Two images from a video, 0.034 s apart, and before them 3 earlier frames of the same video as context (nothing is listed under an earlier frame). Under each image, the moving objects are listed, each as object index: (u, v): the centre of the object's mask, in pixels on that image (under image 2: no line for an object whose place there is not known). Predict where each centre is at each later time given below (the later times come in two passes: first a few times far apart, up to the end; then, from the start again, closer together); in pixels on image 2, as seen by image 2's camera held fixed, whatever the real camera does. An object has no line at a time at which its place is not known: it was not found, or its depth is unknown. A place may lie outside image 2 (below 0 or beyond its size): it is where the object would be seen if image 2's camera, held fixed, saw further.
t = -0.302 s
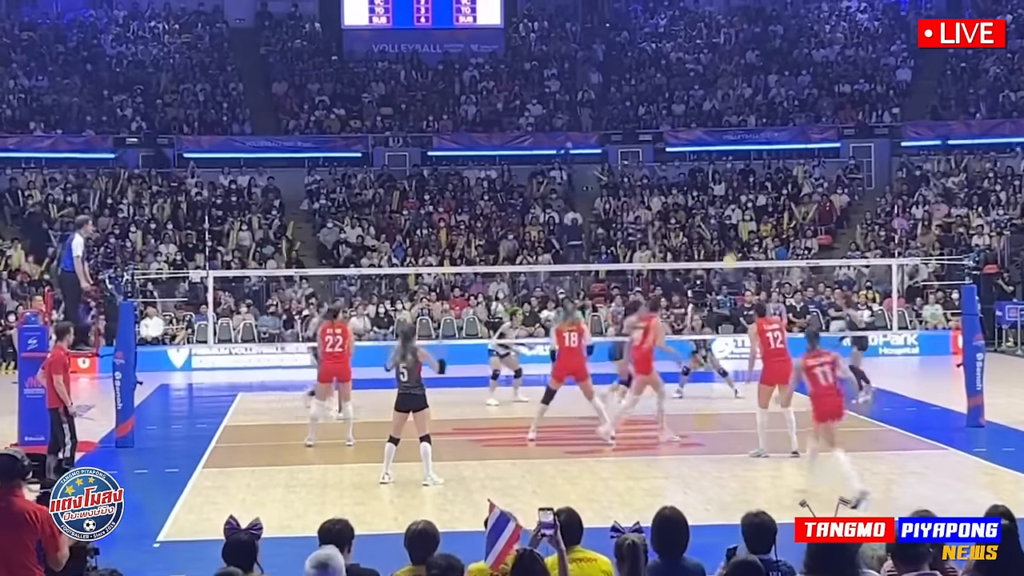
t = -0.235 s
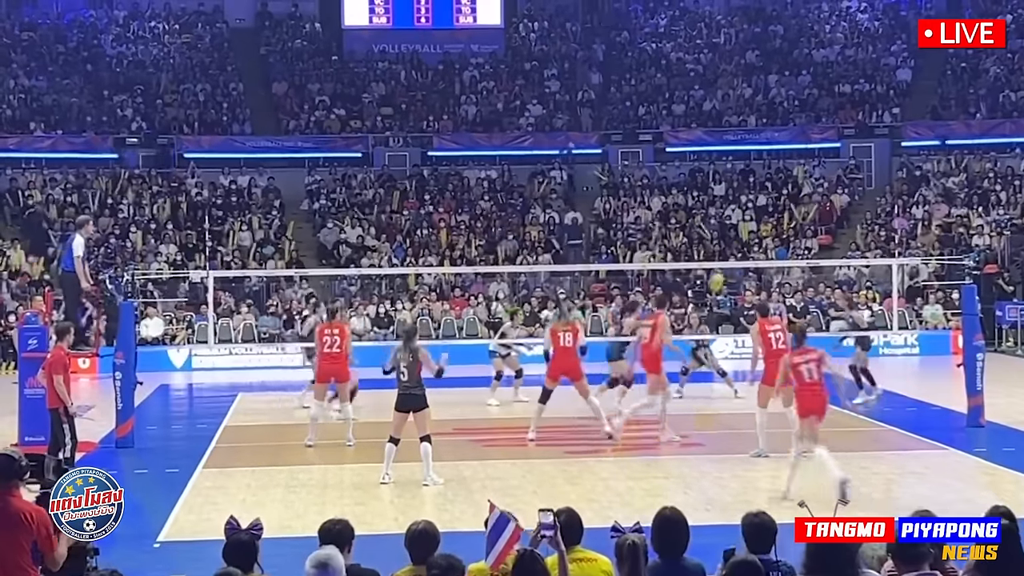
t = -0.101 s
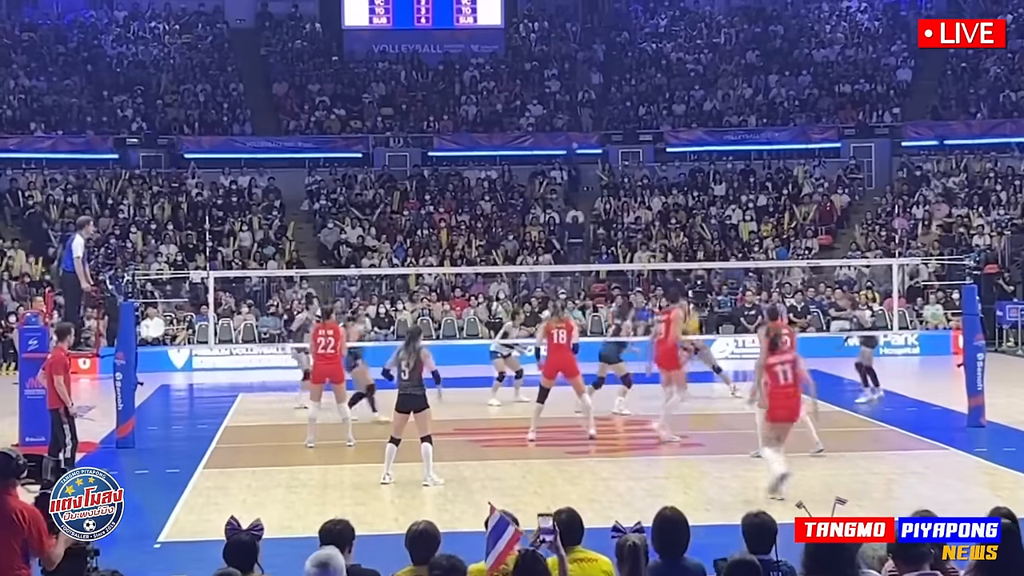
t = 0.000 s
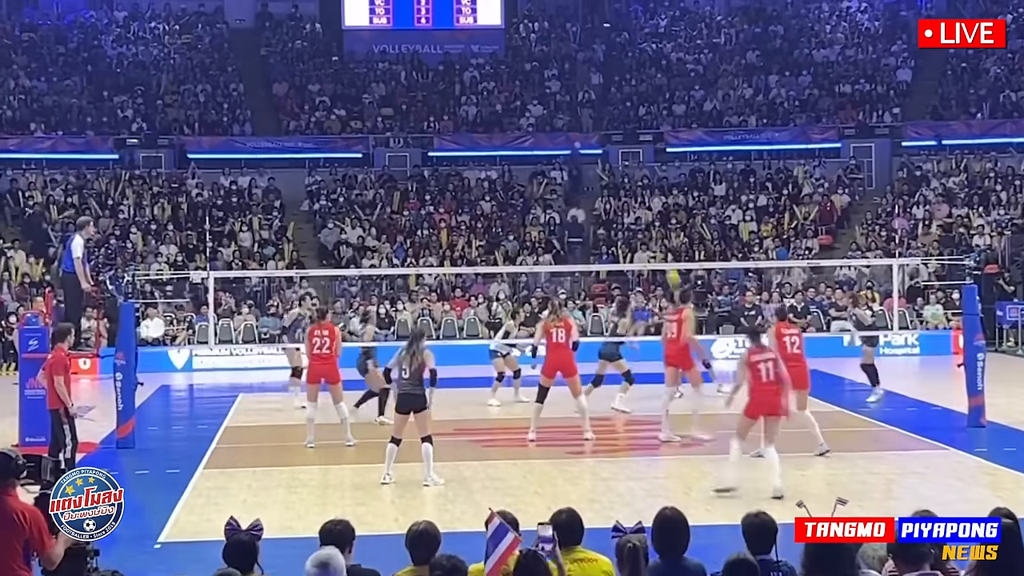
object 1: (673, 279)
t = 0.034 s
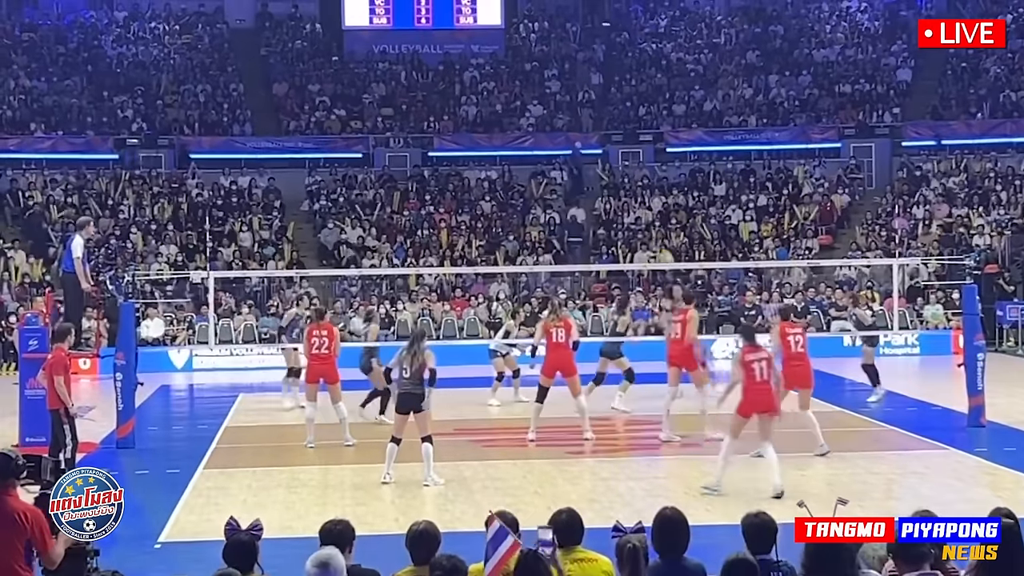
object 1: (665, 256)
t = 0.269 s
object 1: (623, 163)
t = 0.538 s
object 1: (576, 92)
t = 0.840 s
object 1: (525, 66)
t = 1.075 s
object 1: (486, 84)
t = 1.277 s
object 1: (453, 126)
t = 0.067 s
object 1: (660, 243)
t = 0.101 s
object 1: (655, 230)
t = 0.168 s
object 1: (642, 200)
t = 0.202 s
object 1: (635, 186)
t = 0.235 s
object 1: (630, 174)
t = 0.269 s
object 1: (623, 163)
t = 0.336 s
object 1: (611, 141)
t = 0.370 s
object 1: (605, 131)
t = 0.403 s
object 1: (599, 122)
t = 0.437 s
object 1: (594, 114)
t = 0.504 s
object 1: (582, 98)
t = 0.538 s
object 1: (576, 92)
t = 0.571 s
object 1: (570, 87)
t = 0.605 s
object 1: (565, 82)
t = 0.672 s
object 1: (553, 73)
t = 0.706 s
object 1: (548, 71)
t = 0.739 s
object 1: (542, 68)
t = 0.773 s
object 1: (536, 67)
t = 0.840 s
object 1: (525, 66)
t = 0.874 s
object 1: (519, 66)
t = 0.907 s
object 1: (514, 67)
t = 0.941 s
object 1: (508, 69)
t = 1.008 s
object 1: (497, 75)
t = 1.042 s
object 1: (491, 79)
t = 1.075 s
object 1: (486, 84)
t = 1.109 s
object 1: (480, 89)
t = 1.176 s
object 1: (469, 103)
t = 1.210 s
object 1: (464, 110)
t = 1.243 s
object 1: (458, 117)
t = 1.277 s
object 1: (453, 126)
